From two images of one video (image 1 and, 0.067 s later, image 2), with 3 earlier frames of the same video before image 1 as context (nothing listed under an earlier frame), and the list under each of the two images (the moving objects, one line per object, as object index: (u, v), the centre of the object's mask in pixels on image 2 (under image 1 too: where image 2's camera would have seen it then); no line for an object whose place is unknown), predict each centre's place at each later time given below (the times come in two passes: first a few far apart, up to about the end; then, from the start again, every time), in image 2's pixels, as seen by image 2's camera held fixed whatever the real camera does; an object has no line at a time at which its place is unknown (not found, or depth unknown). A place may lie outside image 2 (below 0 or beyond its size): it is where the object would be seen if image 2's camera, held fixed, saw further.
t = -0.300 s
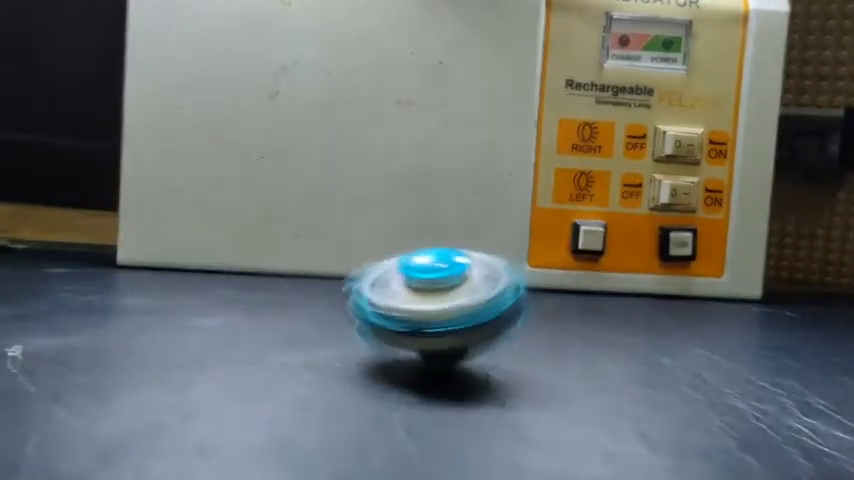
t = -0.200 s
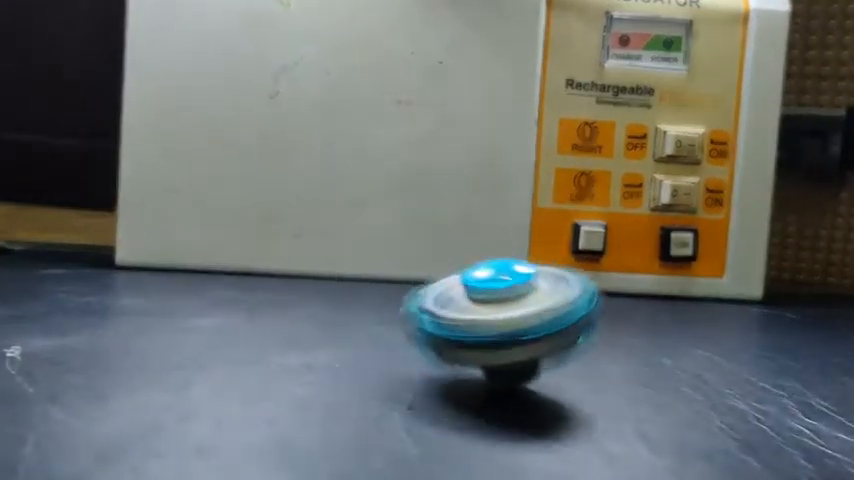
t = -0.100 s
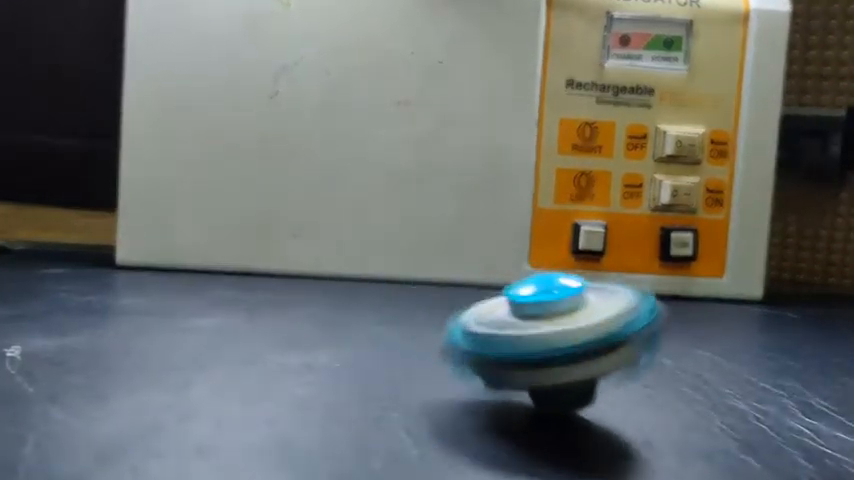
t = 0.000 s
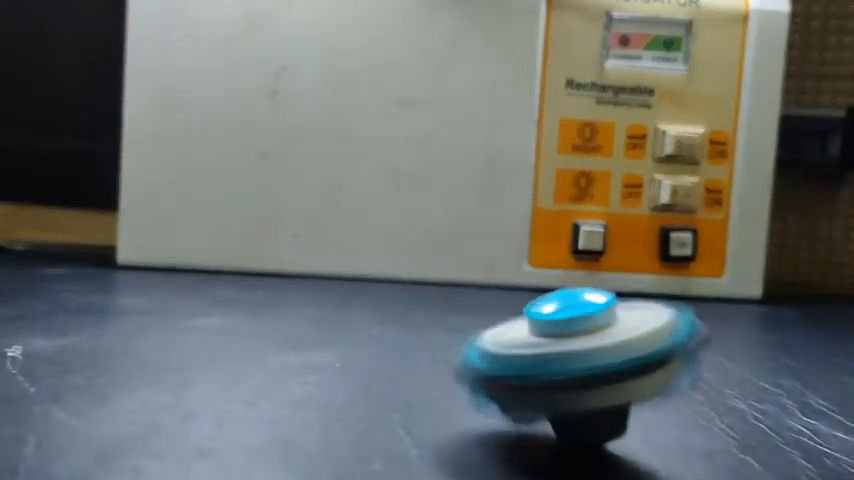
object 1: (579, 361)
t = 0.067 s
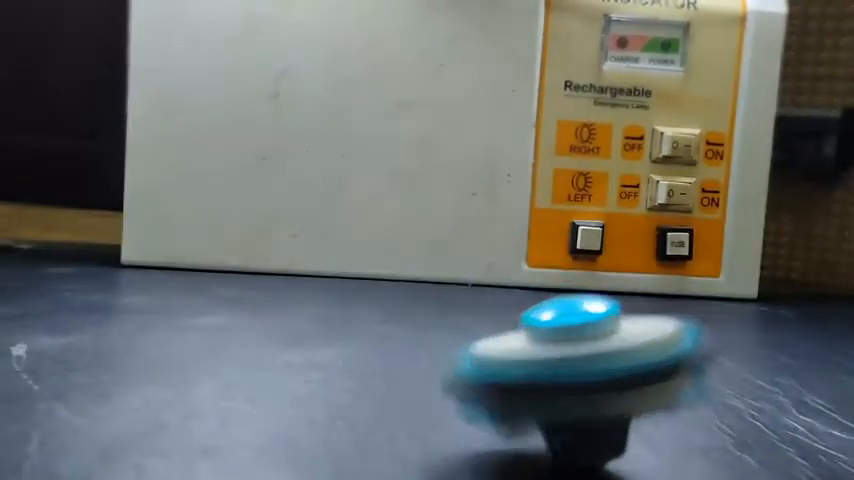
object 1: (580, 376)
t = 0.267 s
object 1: (467, 404)
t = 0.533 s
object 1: (125, 396)
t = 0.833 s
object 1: (43, 339)
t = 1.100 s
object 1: (133, 294)
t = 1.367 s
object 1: (339, 305)
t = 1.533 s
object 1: (456, 324)
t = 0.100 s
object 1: (575, 383)
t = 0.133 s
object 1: (565, 388)
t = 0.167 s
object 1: (549, 392)
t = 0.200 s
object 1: (527, 397)
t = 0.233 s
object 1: (501, 400)
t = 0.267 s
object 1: (467, 404)
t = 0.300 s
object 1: (428, 407)
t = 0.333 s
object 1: (391, 408)
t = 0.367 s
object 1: (350, 410)
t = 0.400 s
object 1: (301, 410)
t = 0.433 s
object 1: (242, 408)
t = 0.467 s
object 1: (185, 403)
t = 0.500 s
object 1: (152, 399)
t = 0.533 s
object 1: (125, 396)
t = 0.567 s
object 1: (102, 393)
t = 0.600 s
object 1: (81, 386)
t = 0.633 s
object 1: (64, 381)
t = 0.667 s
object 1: (55, 372)
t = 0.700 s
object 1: (51, 368)
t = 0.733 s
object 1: (46, 362)
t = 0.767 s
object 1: (42, 358)
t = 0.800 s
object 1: (41, 347)
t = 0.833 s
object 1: (43, 339)
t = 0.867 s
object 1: (45, 329)
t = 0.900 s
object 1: (50, 322)
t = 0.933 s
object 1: (59, 314)
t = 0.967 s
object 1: (67, 309)
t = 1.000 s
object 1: (77, 304)
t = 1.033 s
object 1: (91, 299)
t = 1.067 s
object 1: (108, 296)
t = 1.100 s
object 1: (133, 294)
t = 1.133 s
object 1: (160, 294)
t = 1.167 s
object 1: (189, 294)
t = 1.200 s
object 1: (213, 295)
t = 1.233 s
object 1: (243, 296)
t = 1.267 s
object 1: (267, 297)
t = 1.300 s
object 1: (290, 299)
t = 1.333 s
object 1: (316, 303)
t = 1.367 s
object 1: (339, 305)
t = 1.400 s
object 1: (361, 308)
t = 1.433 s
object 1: (387, 312)
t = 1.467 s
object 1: (410, 315)
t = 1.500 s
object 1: (433, 320)
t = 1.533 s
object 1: (456, 324)
